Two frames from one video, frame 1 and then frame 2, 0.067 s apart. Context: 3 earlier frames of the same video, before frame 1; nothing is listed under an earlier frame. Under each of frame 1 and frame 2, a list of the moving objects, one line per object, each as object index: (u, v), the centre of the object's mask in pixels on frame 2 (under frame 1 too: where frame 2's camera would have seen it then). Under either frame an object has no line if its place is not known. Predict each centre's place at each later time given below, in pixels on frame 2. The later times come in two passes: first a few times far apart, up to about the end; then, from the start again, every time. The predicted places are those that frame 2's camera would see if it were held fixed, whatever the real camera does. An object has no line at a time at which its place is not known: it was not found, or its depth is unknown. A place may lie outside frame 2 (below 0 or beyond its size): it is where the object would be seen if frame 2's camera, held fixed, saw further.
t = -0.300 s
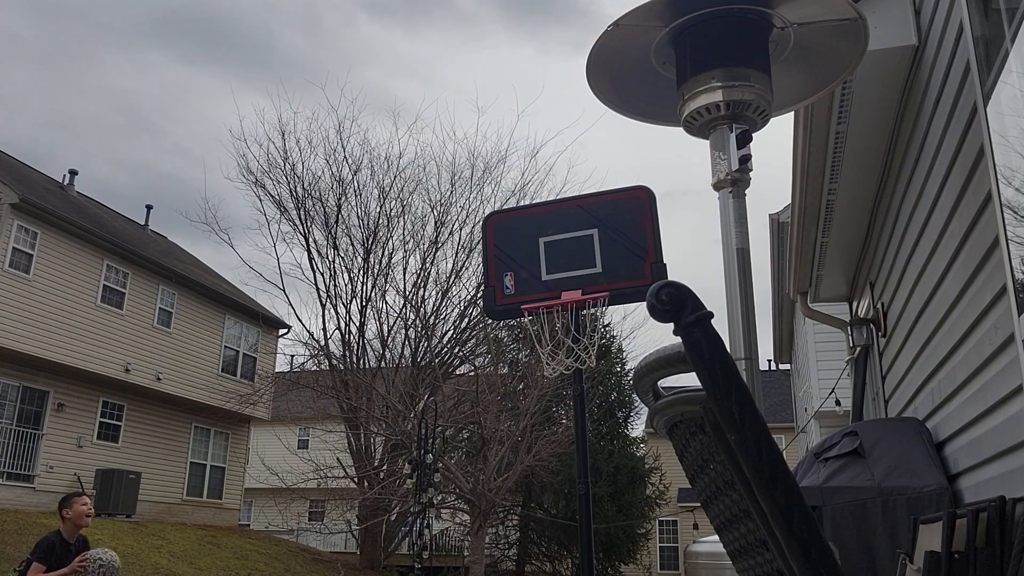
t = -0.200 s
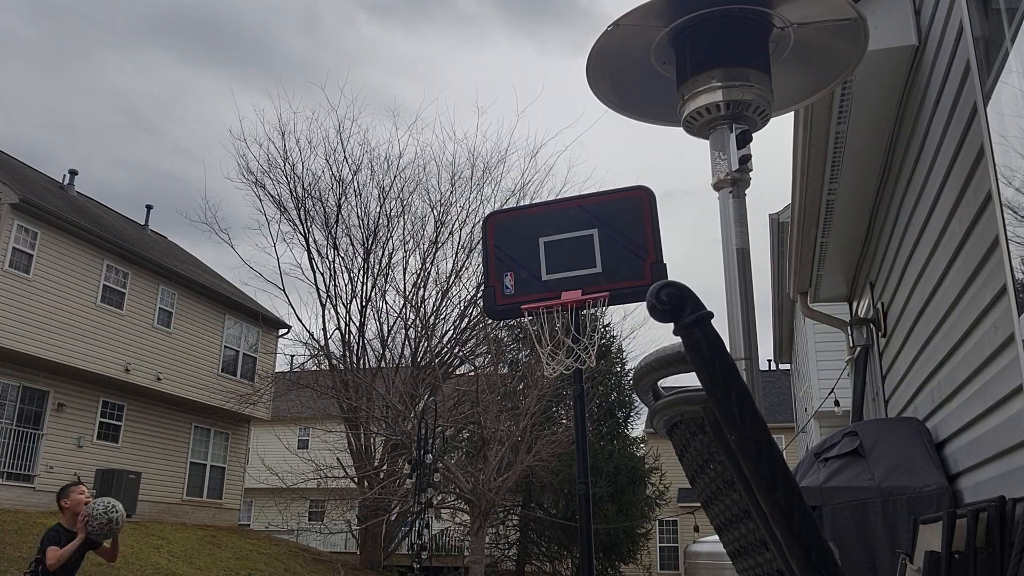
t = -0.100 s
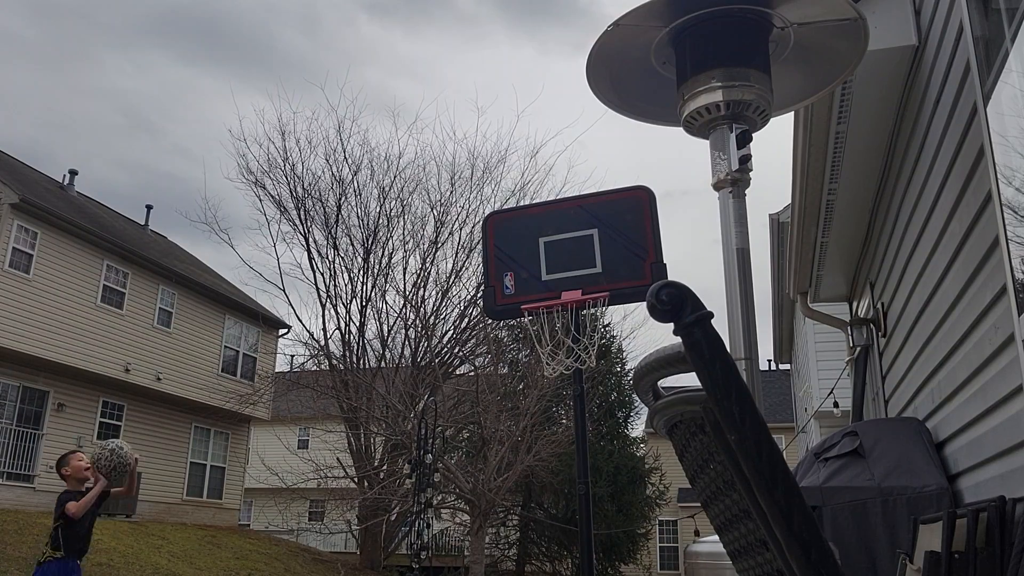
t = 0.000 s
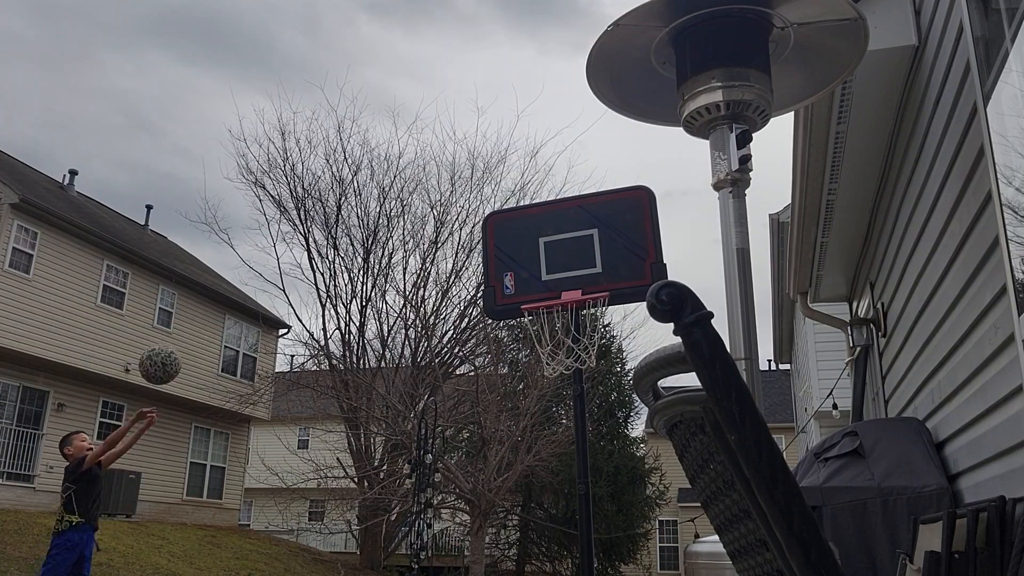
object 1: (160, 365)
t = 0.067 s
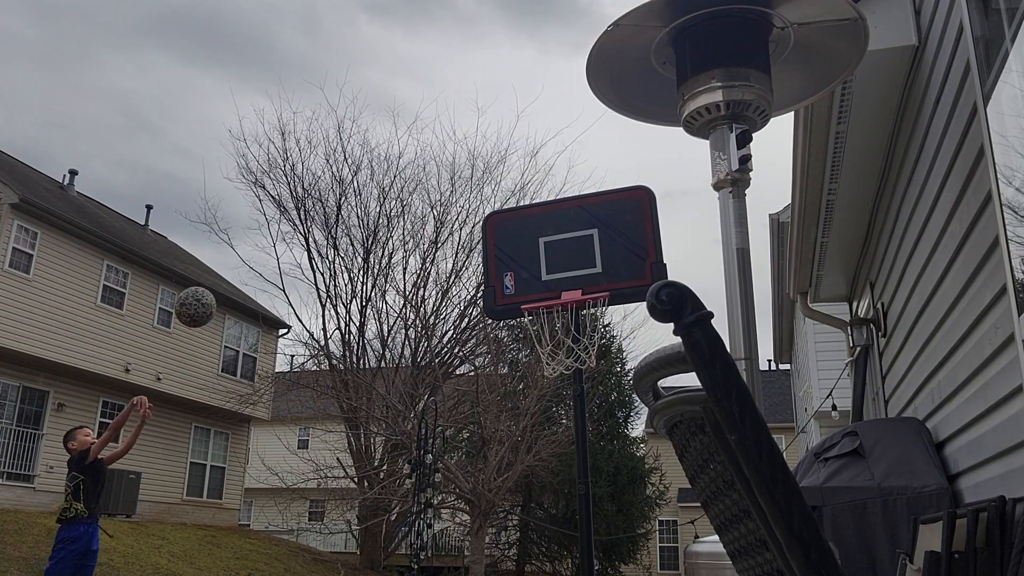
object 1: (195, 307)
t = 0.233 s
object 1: (276, 201)
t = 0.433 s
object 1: (366, 134)
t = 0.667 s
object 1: (467, 130)
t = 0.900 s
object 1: (573, 210)
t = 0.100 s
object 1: (212, 281)
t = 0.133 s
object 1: (228, 259)
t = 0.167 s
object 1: (244, 238)
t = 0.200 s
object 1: (261, 219)
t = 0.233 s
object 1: (276, 201)
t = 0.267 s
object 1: (292, 186)
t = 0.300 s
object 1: (307, 172)
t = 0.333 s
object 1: (322, 160)
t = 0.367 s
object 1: (337, 150)
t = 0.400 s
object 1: (351, 141)
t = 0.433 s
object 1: (366, 134)
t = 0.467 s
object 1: (380, 128)
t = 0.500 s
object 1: (395, 125)
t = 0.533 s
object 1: (409, 122)
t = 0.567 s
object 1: (423, 122)
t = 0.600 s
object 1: (438, 123)
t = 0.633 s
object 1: (452, 125)
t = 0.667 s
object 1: (467, 130)
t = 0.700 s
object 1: (482, 136)
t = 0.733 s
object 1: (496, 144)
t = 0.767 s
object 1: (511, 153)
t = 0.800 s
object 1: (526, 164)
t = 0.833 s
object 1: (542, 178)
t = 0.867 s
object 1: (557, 192)
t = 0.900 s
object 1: (573, 210)
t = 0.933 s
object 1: (589, 229)
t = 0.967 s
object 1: (606, 251)
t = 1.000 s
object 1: (622, 275)
